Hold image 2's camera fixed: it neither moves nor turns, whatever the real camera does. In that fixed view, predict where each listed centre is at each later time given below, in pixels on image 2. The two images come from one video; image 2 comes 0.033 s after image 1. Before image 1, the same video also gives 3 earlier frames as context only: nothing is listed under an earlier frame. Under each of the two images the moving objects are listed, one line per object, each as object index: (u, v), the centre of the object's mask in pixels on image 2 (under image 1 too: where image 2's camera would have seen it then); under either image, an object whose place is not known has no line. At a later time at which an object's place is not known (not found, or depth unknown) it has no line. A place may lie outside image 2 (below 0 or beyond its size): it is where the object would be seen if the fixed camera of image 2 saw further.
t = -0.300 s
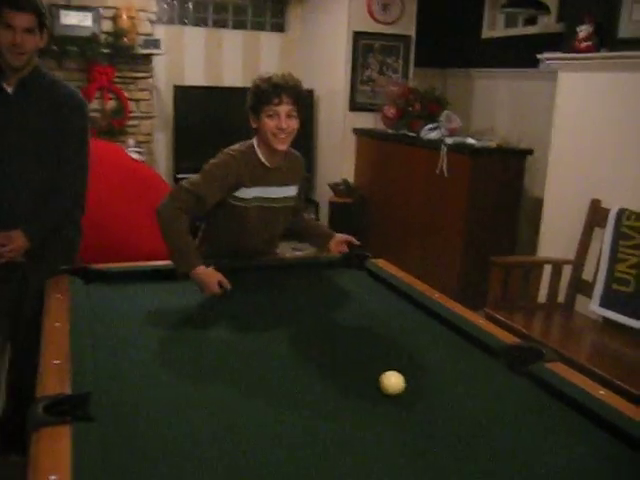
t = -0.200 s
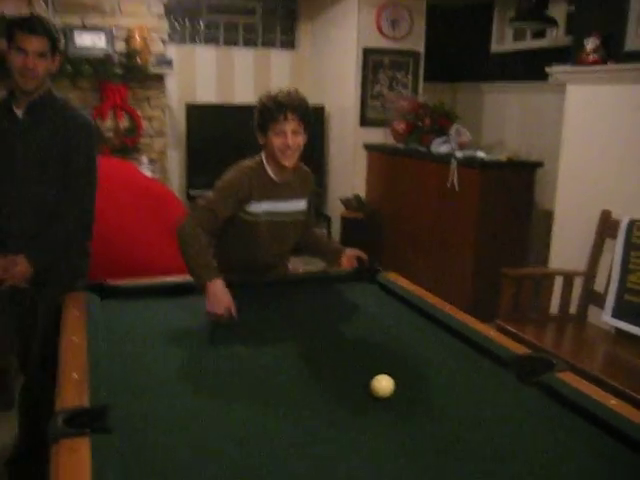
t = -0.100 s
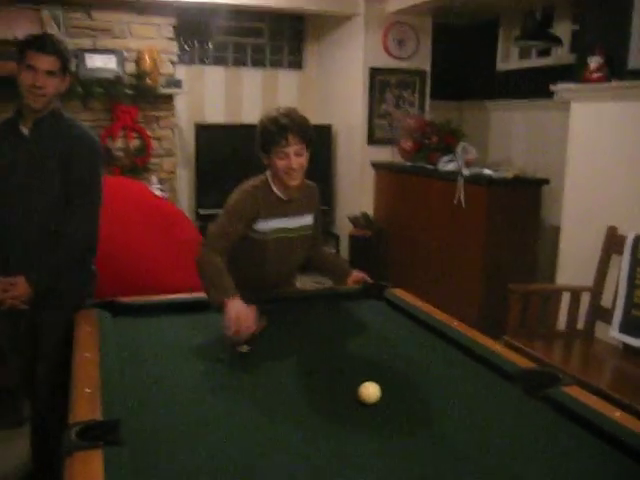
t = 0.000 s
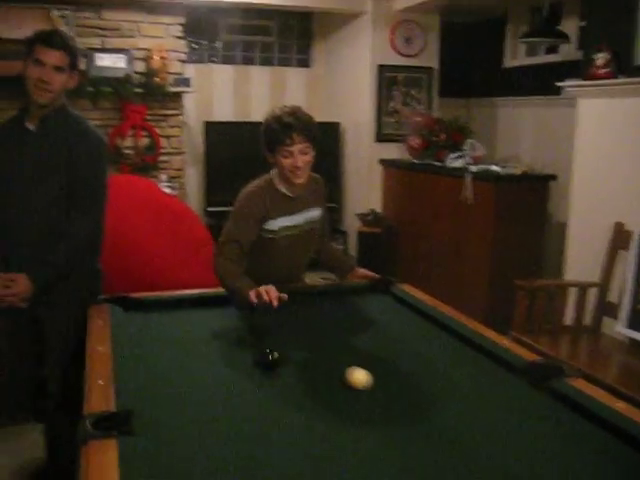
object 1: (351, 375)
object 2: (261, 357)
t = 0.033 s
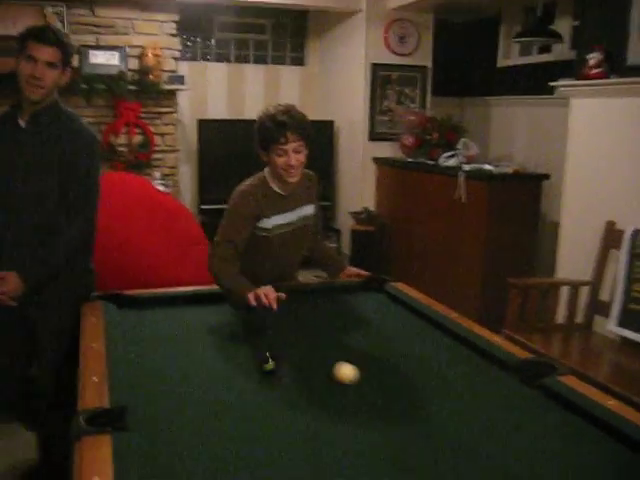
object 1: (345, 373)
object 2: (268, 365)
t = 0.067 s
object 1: (339, 371)
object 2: (277, 372)
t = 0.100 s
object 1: (334, 369)
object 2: (282, 379)
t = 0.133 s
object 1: (328, 367)
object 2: (291, 386)
